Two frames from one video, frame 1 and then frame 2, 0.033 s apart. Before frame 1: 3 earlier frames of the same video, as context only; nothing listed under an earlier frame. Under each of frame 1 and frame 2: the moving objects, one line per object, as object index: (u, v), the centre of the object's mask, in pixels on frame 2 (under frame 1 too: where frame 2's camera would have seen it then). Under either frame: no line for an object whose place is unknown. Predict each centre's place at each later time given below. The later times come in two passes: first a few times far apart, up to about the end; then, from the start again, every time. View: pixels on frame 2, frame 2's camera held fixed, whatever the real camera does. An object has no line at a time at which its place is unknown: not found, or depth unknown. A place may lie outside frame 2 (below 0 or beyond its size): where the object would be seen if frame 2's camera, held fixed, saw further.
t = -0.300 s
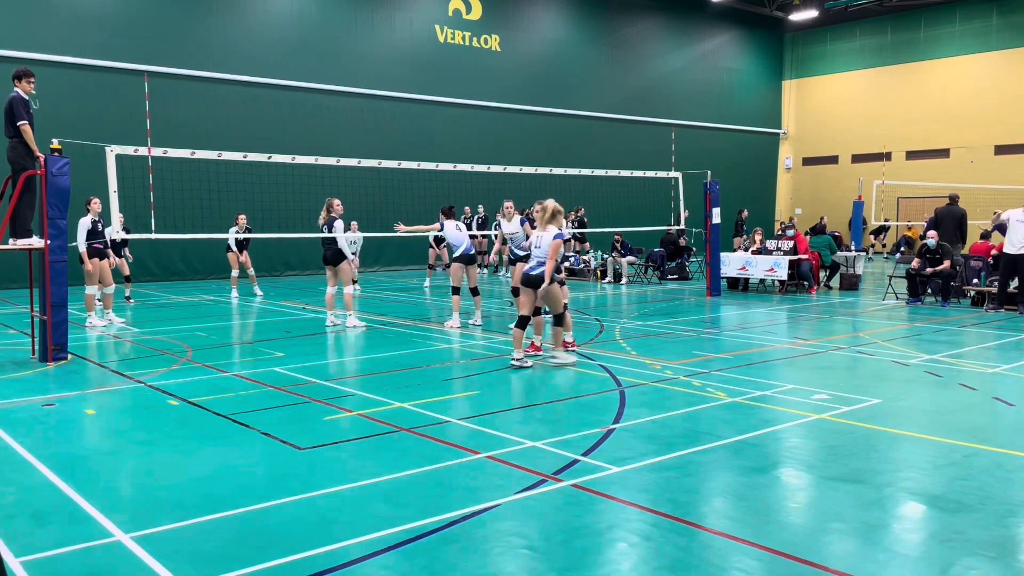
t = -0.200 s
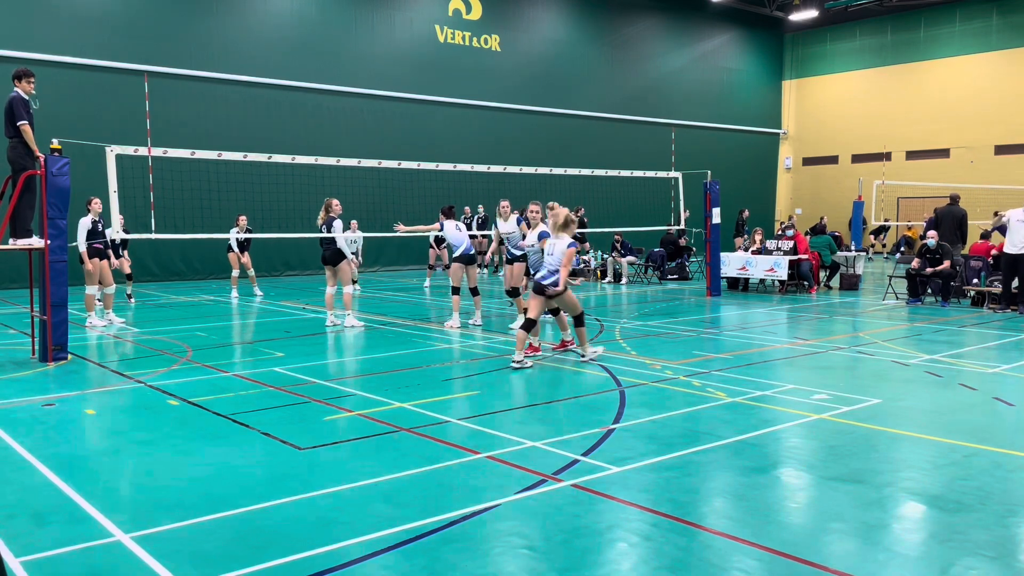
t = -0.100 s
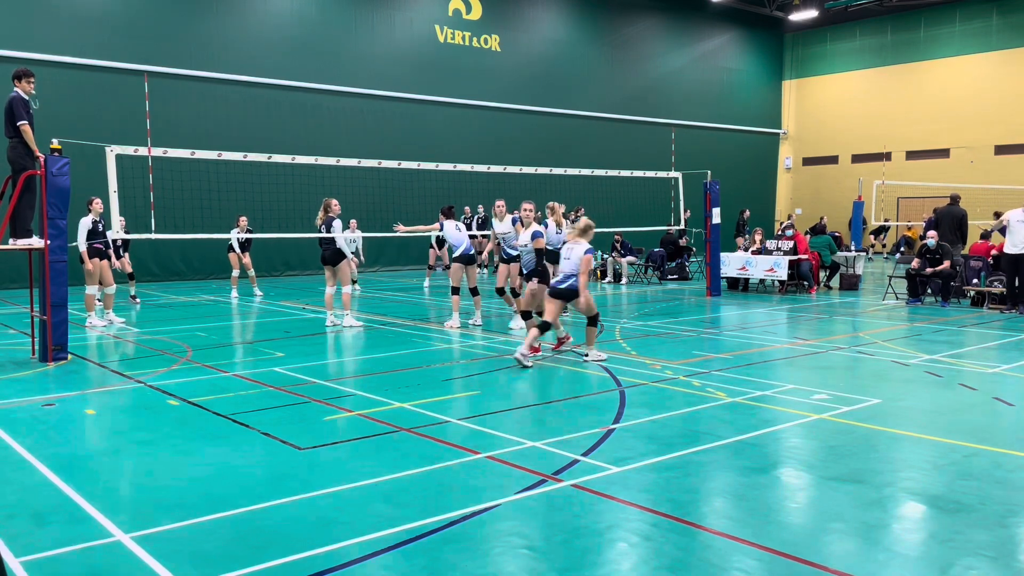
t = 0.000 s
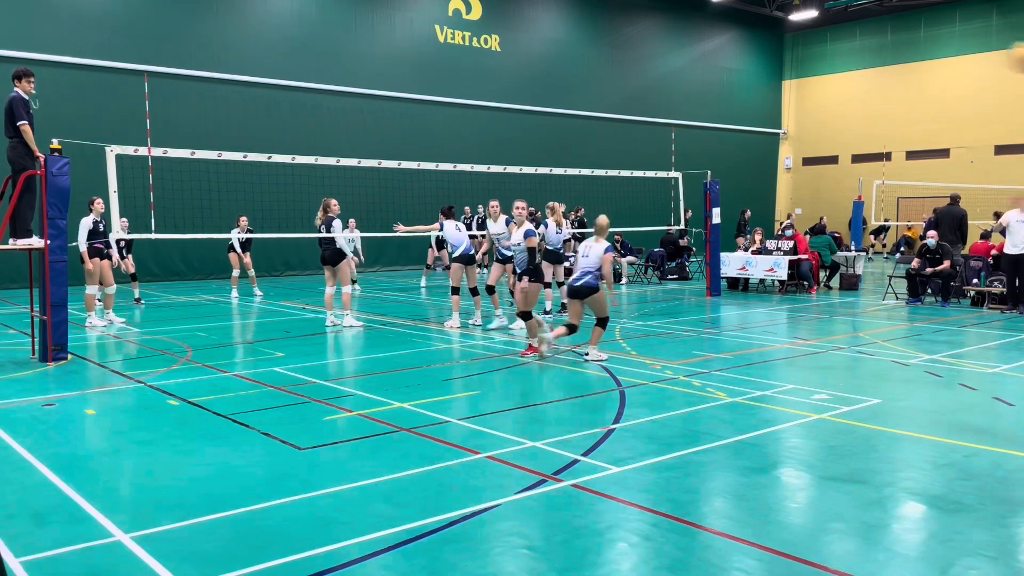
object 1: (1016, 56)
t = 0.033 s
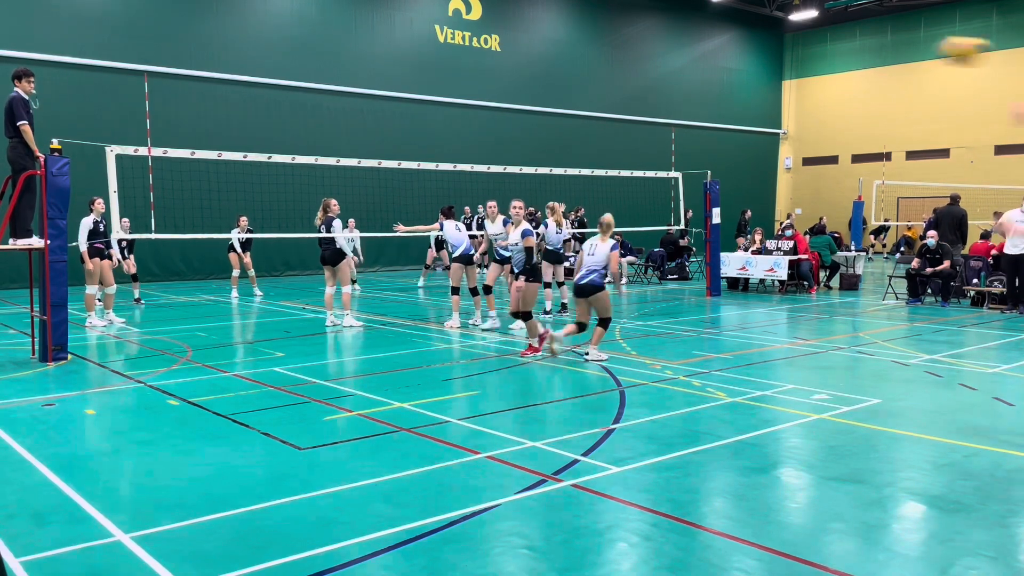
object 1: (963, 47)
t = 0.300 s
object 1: (598, 53)
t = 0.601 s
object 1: (409, 116)
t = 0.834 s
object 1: (324, 183)
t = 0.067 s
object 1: (897, 45)
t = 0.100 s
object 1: (839, 42)
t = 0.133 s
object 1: (788, 43)
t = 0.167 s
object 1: (742, 42)
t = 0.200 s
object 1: (702, 42)
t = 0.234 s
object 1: (663, 46)
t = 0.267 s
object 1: (629, 49)
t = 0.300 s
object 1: (598, 53)
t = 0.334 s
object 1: (570, 58)
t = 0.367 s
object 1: (544, 63)
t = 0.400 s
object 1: (521, 69)
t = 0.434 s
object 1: (498, 77)
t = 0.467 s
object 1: (477, 84)
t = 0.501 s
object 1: (459, 91)
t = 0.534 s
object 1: (440, 100)
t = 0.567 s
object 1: (423, 109)
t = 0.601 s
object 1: (409, 116)
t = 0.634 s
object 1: (395, 125)
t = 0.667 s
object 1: (380, 134)
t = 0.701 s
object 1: (368, 144)
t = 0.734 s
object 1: (357, 152)
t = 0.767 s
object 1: (345, 167)
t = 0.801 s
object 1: (335, 172)
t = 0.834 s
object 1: (324, 183)
